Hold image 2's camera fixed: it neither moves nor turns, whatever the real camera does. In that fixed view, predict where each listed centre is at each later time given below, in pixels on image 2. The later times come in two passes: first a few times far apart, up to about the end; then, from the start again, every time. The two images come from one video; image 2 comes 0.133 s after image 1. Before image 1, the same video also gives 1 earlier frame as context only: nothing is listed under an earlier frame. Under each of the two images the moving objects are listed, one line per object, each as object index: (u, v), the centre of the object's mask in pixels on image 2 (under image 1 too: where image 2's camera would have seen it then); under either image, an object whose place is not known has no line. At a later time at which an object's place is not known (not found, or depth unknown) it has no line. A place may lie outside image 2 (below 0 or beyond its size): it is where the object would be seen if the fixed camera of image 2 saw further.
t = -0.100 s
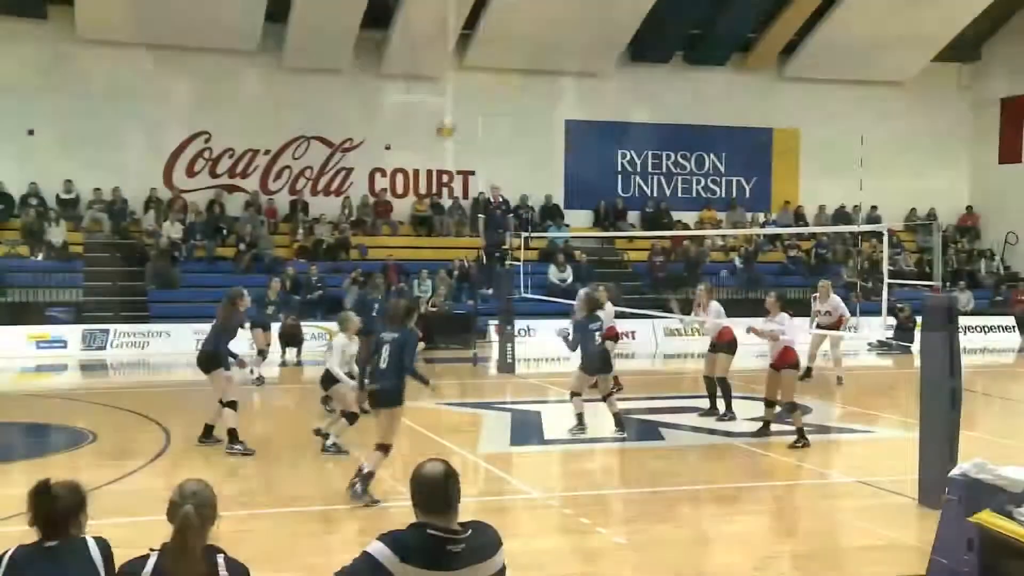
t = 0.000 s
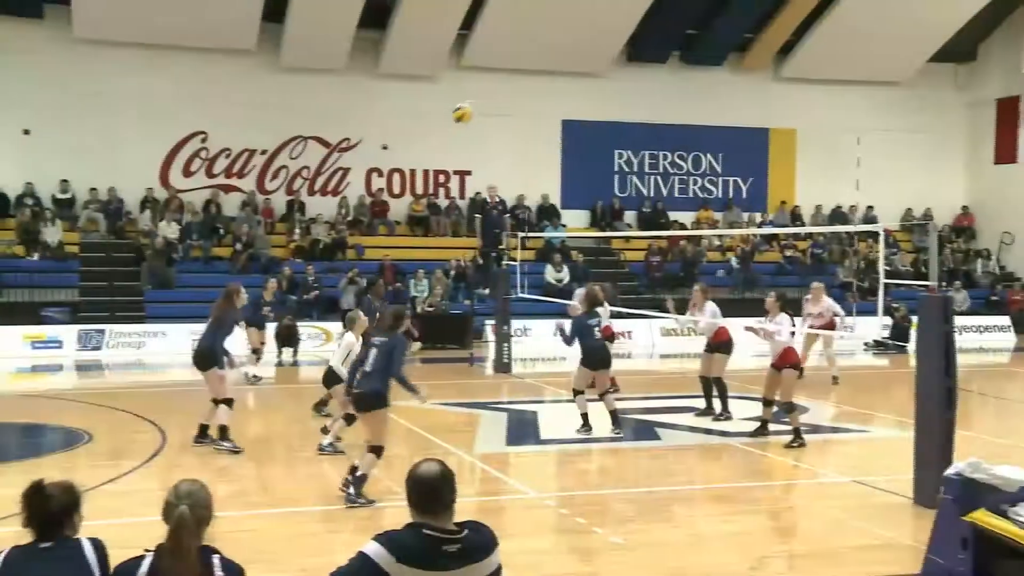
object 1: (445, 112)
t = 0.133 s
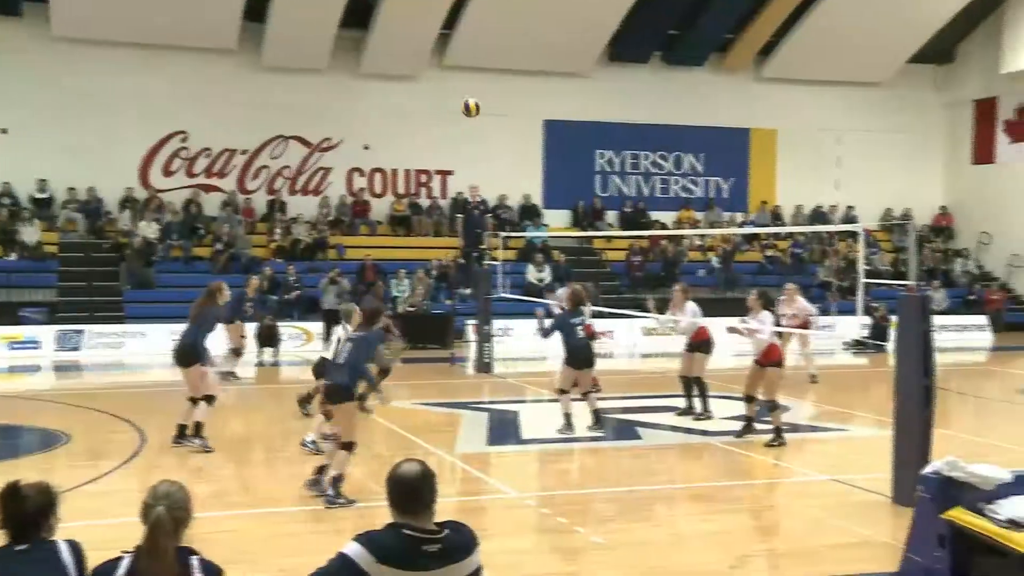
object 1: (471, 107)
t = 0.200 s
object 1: (483, 110)
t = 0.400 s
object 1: (517, 145)
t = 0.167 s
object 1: (477, 109)
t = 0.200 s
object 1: (483, 110)
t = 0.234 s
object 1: (489, 113)
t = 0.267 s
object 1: (495, 117)
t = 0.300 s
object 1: (500, 122)
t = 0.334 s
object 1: (507, 129)
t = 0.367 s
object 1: (511, 136)
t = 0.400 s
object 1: (517, 145)
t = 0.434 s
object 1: (521, 152)
